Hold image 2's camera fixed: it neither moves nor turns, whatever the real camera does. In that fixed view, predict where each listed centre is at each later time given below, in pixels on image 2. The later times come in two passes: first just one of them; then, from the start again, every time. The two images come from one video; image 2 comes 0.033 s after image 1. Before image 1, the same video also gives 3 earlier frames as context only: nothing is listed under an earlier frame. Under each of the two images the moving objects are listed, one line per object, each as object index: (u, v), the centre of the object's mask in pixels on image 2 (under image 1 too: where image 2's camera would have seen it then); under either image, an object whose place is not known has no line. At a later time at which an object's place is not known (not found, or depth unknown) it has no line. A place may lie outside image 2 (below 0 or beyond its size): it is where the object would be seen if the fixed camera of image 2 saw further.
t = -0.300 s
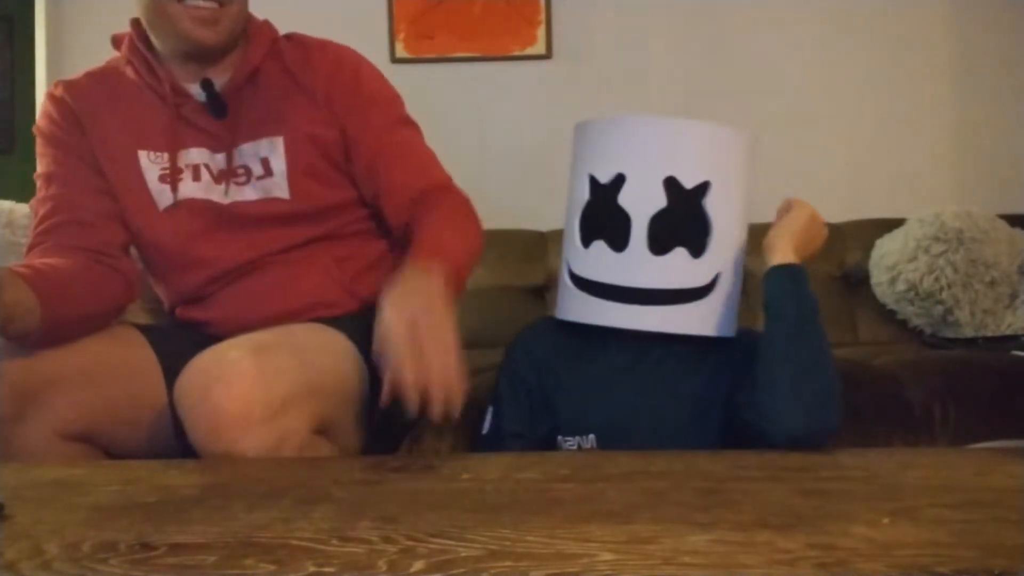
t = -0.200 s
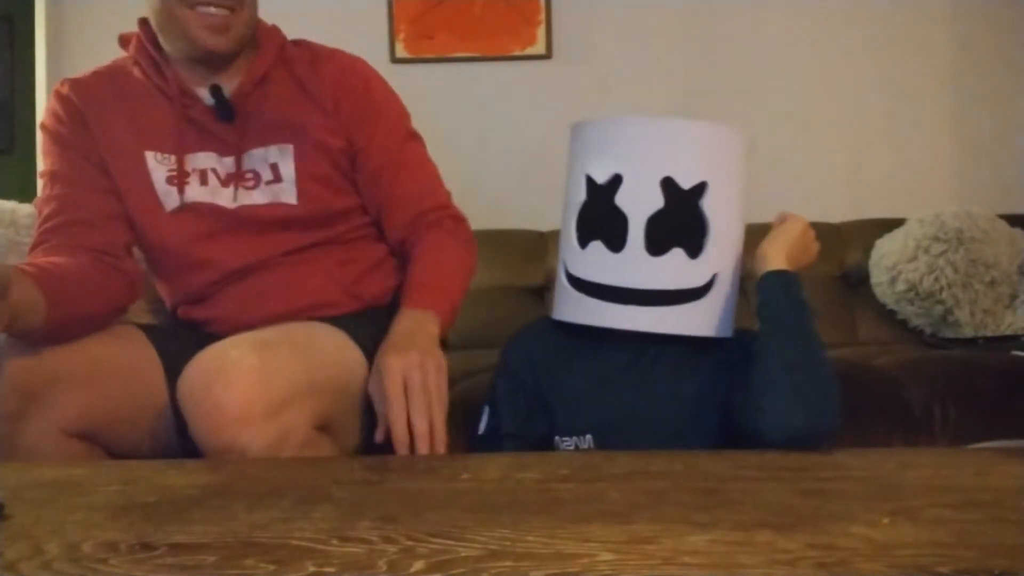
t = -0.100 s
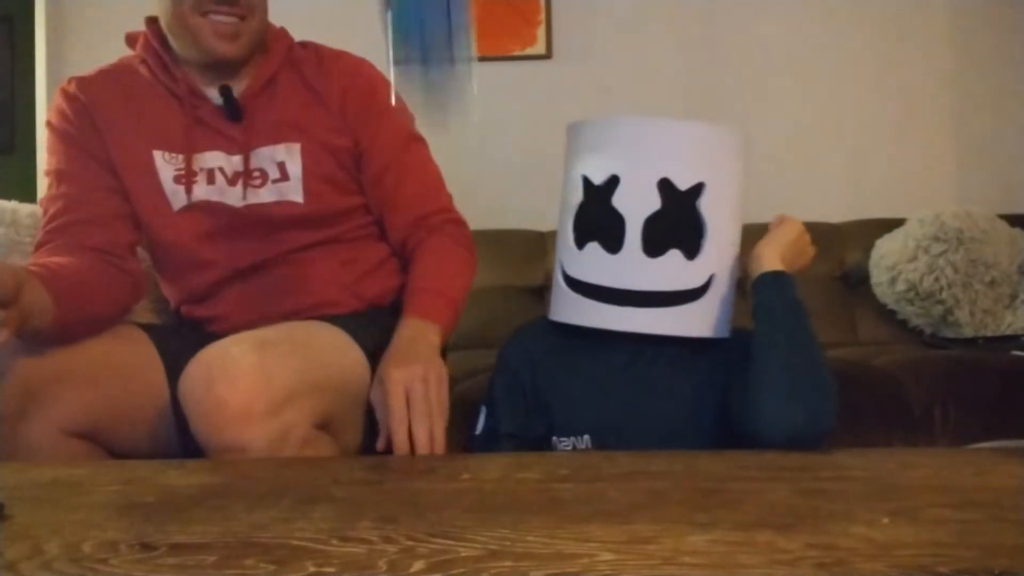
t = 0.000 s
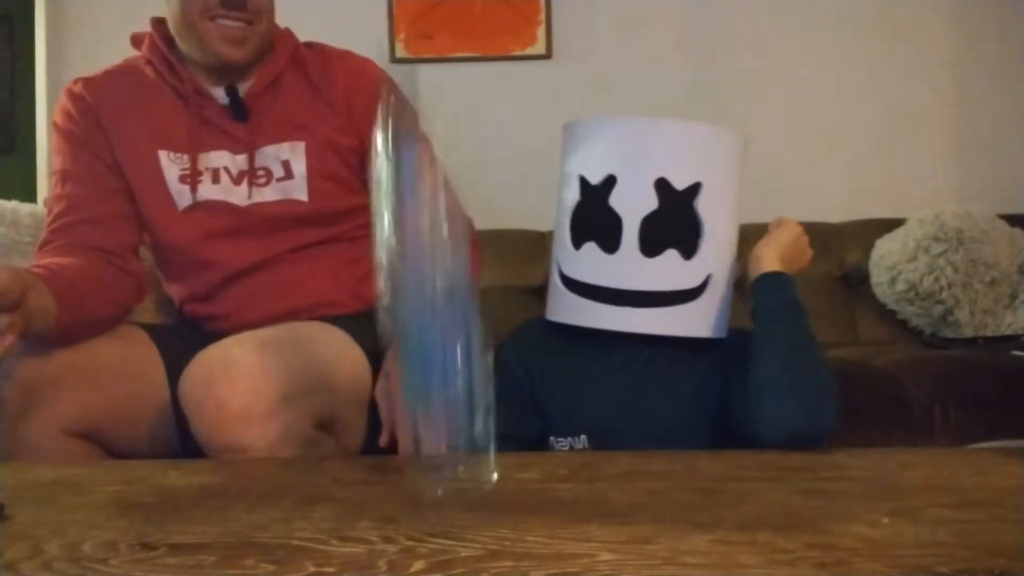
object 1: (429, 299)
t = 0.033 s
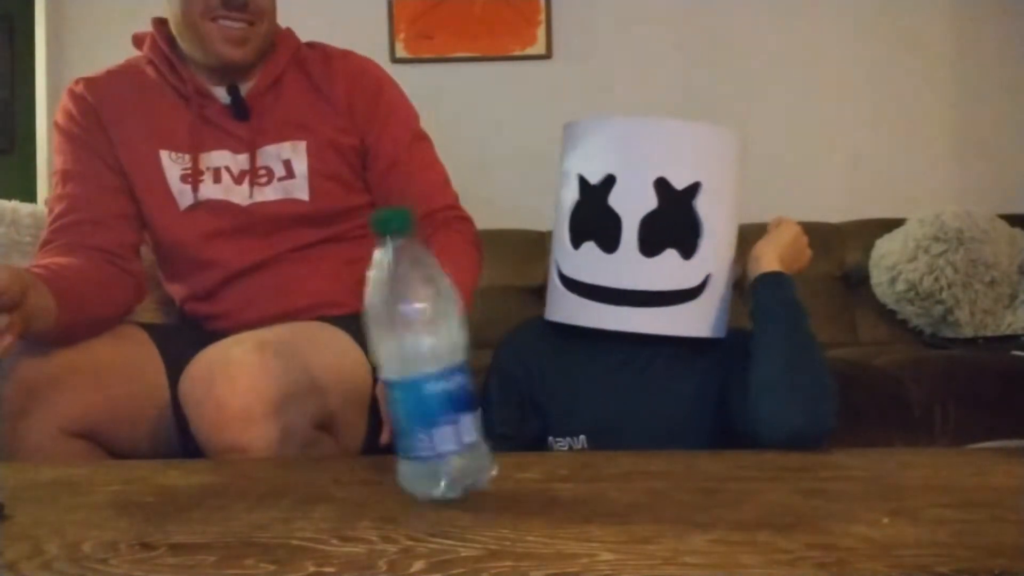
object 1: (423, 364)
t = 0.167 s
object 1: (421, 367)
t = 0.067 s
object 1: (419, 366)
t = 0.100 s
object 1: (422, 366)
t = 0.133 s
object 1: (423, 367)
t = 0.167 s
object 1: (421, 367)
